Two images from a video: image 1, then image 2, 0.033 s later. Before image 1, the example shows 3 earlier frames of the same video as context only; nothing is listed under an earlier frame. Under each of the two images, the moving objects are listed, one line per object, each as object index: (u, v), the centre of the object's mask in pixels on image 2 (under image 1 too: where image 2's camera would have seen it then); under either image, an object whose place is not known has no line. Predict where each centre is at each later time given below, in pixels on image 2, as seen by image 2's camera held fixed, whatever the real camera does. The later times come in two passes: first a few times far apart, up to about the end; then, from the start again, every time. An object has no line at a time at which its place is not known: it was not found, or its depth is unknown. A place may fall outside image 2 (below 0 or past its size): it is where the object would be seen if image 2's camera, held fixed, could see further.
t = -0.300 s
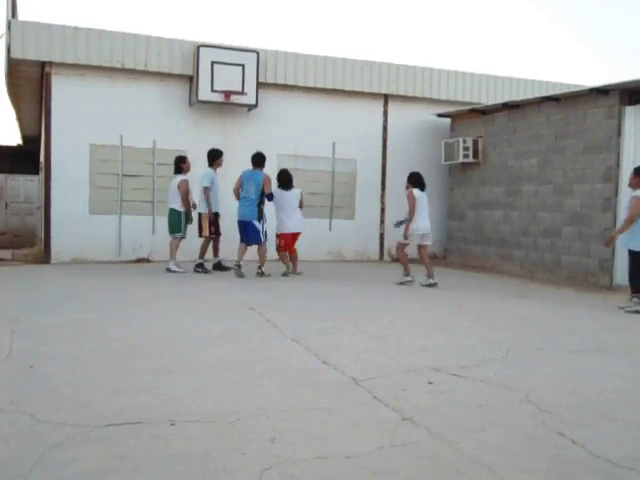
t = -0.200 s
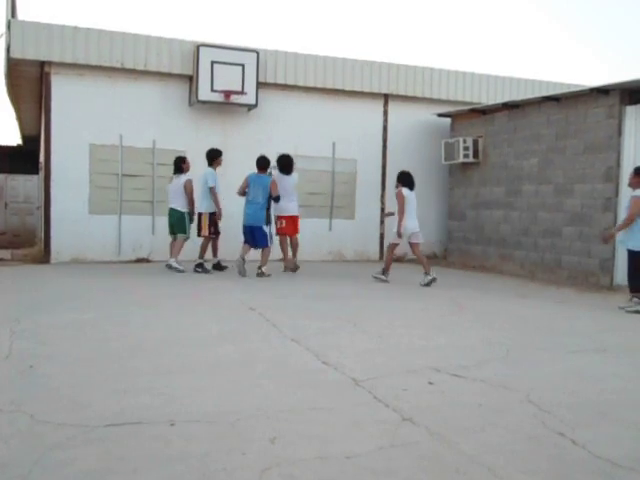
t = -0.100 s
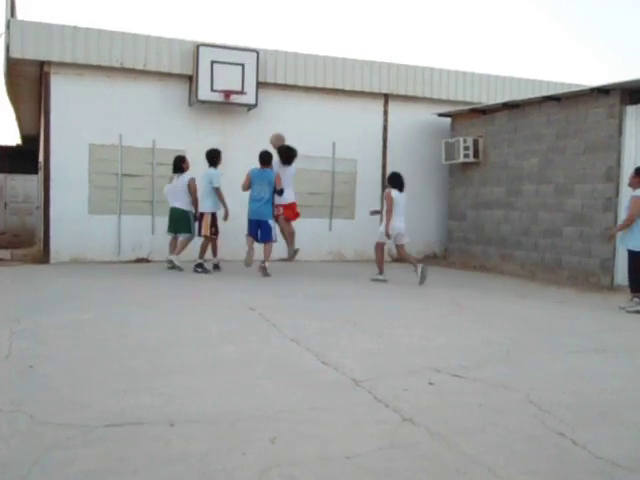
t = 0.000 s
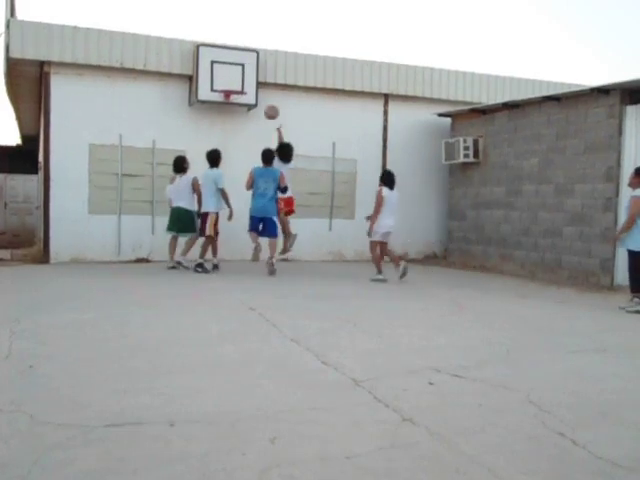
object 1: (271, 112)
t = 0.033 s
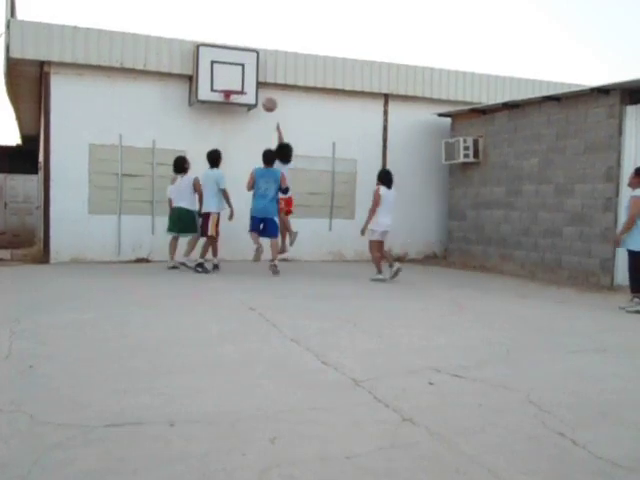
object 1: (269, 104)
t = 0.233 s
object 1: (257, 73)
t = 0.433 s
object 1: (247, 67)
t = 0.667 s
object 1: (233, 86)
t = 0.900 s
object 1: (235, 81)
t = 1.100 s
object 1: (232, 100)
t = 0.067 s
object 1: (267, 97)
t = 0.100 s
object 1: (265, 91)
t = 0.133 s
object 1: (264, 86)
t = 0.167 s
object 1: (262, 80)
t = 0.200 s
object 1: (259, 76)
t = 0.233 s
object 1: (257, 73)
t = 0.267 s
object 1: (256, 71)
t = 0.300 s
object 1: (254, 69)
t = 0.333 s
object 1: (252, 67)
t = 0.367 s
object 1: (250, 67)
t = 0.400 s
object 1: (248, 67)
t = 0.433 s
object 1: (247, 67)
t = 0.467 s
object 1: (245, 68)
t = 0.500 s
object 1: (242, 70)
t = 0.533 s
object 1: (240, 72)
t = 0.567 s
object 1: (239, 75)
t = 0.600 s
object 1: (236, 79)
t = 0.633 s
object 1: (235, 85)
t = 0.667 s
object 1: (233, 86)
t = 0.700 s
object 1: (233, 85)
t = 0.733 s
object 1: (233, 83)
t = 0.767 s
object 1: (234, 81)
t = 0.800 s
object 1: (234, 80)
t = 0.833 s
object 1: (235, 80)
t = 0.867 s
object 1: (235, 80)
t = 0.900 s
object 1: (235, 81)
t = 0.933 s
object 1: (236, 83)
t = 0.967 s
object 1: (236, 85)
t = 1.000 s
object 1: (236, 87)
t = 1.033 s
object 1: (236, 92)
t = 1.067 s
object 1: (234, 97)
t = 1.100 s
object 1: (232, 100)
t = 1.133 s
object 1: (232, 107)
